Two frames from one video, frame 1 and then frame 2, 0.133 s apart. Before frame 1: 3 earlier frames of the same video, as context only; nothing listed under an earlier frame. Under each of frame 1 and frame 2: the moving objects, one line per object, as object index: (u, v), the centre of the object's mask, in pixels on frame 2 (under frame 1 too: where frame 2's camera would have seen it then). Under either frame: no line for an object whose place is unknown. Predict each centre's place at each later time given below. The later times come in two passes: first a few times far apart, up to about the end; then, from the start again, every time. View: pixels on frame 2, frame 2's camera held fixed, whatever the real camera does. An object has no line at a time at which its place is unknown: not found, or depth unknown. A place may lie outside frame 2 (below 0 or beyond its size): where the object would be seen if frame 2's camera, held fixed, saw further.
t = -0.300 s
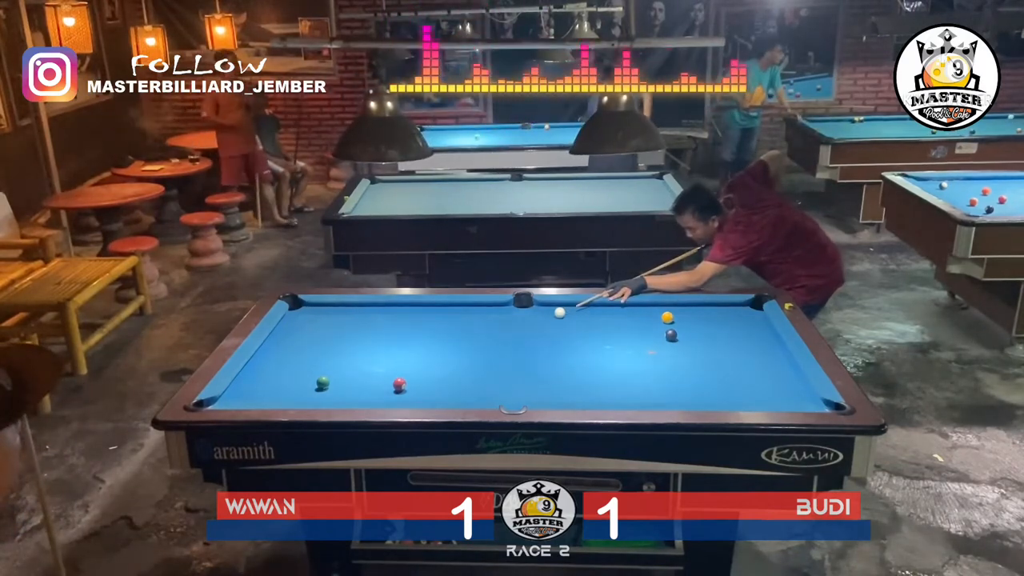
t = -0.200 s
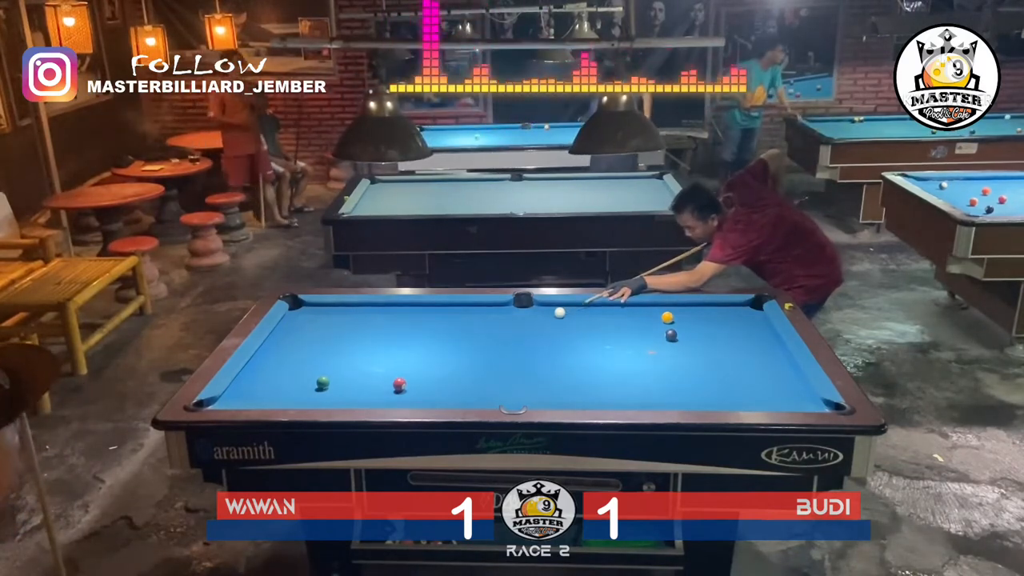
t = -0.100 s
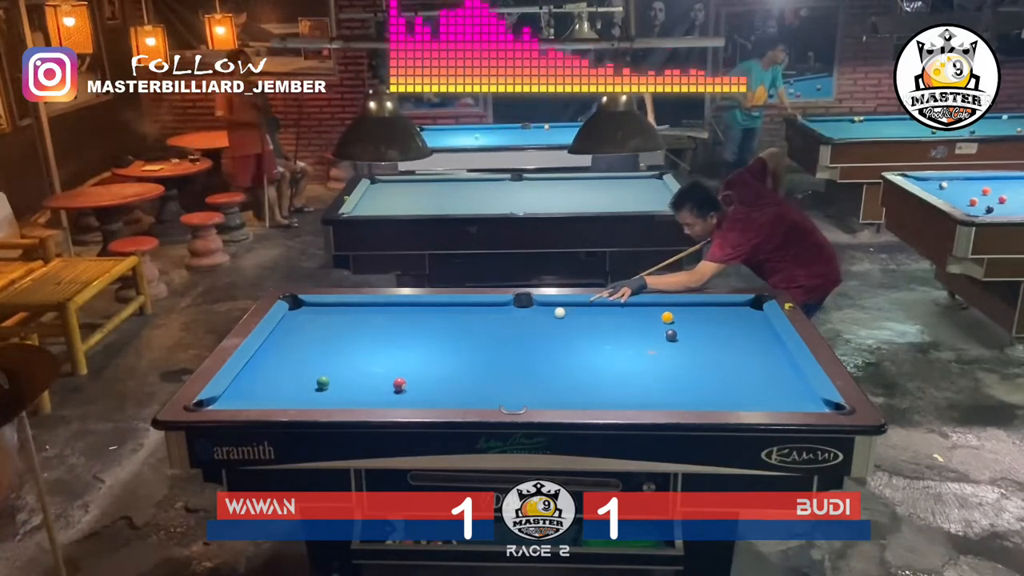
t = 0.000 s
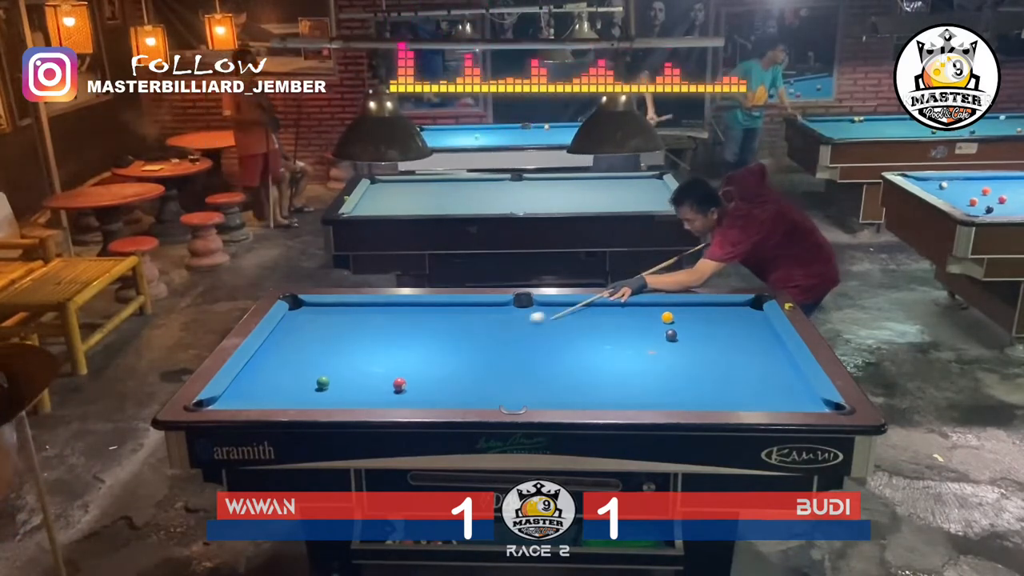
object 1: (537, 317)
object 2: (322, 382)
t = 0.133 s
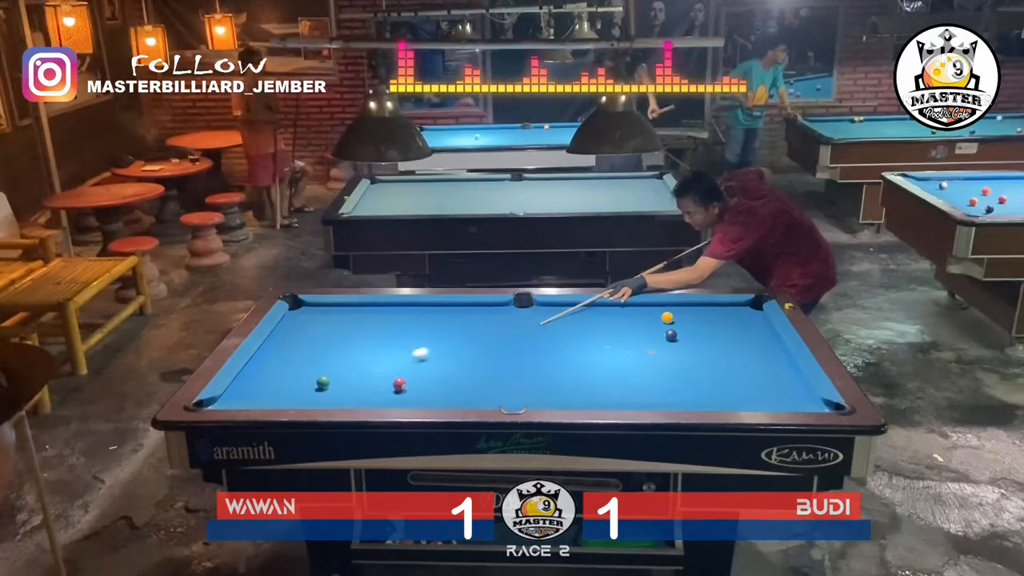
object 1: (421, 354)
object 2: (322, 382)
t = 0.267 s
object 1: (338, 385)
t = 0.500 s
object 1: (347, 397)
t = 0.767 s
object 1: (372, 388)
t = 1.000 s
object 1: (390, 378)
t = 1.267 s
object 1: (410, 371)
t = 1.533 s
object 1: (426, 363)
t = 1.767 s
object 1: (438, 358)
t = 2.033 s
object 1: (449, 353)
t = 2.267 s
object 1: (458, 350)
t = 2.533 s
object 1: (465, 347)
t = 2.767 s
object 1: (469, 346)
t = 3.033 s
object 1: (472, 345)
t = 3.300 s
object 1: (473, 345)
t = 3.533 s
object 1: (473, 345)
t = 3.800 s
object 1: (473, 345)
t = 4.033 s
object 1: (473, 345)
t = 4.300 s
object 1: (473, 345)
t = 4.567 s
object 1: (473, 345)
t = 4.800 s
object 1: (473, 345)
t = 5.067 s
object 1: (473, 345)
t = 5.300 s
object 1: (473, 345)
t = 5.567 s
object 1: (473, 345)
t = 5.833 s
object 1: (473, 345)
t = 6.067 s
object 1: (473, 345)
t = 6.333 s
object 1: (473, 345)
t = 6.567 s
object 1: (473, 345)
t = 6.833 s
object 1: (473, 345)
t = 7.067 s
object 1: (473, 345)
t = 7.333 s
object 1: (473, 345)
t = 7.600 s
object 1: (473, 345)
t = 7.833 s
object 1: (472, 345)
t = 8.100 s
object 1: (473, 345)
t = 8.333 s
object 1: (473, 345)
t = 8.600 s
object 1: (472, 345)
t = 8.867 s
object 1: (473, 345)
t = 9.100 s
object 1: (473, 345)
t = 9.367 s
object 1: (473, 345)
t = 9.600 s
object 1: (473, 345)
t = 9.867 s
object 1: (473, 345)
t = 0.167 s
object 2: (322, 382)
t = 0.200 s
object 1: (360, 372)
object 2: (322, 382)
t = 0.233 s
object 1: (336, 381)
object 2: (315, 384)
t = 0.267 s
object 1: (338, 385)
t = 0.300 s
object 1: (339, 388)
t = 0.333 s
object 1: (340, 390)
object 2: (228, 398)
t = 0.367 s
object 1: (341, 392)
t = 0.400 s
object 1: (342, 393)
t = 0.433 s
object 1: (343, 395)
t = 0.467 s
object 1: (345, 397)
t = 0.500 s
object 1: (347, 397)
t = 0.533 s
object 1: (350, 396)
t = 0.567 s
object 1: (353, 395)
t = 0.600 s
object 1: (357, 394)
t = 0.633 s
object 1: (360, 392)
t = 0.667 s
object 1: (363, 392)
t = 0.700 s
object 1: (365, 390)
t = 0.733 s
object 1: (369, 389)
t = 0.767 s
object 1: (372, 388)
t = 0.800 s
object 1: (375, 386)
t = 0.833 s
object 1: (377, 385)
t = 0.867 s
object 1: (380, 384)
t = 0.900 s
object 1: (383, 383)
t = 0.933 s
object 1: (386, 381)
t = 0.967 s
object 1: (388, 380)
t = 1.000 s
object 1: (390, 378)
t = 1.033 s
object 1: (392, 377)
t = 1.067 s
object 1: (395, 375)
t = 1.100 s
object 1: (398, 374)
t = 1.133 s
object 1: (401, 373)
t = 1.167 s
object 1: (403, 372)
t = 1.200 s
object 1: (405, 372)
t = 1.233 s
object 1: (407, 371)
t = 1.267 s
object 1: (410, 371)
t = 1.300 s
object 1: (412, 369)
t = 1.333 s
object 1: (414, 368)
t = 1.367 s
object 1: (416, 368)
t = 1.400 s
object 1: (418, 367)
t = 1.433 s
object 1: (420, 366)
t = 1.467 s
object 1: (422, 365)
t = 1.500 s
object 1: (424, 364)
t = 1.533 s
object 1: (426, 363)
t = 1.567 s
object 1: (428, 362)
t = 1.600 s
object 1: (429, 362)
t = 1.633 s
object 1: (431, 361)
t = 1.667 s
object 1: (433, 360)
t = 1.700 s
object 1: (435, 359)
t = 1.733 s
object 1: (436, 359)
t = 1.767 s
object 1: (438, 358)
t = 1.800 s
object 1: (439, 357)
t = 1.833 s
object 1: (441, 357)
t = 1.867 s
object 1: (442, 356)
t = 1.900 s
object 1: (444, 356)
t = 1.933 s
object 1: (445, 355)
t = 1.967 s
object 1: (447, 354)
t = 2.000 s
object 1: (448, 354)
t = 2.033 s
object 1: (449, 353)
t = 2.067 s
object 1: (451, 353)
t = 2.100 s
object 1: (452, 352)
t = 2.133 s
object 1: (453, 352)
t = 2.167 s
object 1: (454, 351)
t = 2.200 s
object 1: (455, 351)
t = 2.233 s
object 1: (457, 351)
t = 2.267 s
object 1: (458, 350)
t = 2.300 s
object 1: (459, 350)
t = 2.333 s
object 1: (460, 349)
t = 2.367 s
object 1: (461, 349)
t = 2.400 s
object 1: (461, 349)
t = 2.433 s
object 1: (462, 348)
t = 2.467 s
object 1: (463, 348)
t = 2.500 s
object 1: (464, 348)
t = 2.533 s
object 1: (465, 347)
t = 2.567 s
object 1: (465, 347)
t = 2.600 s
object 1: (466, 347)
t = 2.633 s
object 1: (467, 347)
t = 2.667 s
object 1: (468, 346)
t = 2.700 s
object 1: (468, 346)
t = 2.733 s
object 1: (469, 346)
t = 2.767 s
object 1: (469, 346)
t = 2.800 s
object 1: (470, 346)
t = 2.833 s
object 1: (470, 346)
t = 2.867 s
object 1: (471, 346)
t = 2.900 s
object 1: (471, 345)
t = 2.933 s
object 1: (471, 345)
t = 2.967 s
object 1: (472, 345)
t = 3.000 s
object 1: (472, 345)
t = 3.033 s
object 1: (472, 345)
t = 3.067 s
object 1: (472, 345)
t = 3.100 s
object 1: (472, 345)
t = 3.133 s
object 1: (472, 345)
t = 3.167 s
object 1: (473, 345)
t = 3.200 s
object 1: (473, 345)
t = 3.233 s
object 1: (473, 345)
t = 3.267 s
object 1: (473, 345)
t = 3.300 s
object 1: (473, 345)
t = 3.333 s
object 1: (473, 345)
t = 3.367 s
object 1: (473, 345)
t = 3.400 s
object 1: (473, 345)
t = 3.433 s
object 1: (473, 345)
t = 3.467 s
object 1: (473, 345)
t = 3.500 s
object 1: (473, 345)
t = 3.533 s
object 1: (473, 345)
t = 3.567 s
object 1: (473, 345)
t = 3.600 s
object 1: (473, 345)
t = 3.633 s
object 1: (473, 345)
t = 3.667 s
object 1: (473, 345)
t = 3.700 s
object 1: (473, 345)
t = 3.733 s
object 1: (473, 345)
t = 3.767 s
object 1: (473, 345)
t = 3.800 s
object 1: (473, 345)
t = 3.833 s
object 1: (473, 345)
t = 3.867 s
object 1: (473, 345)
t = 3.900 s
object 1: (473, 345)
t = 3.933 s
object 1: (473, 345)
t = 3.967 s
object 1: (473, 345)
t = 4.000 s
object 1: (473, 345)
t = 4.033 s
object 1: (473, 345)
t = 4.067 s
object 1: (473, 345)
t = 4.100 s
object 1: (473, 345)
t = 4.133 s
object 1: (473, 345)
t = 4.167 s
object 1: (473, 345)
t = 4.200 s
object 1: (473, 345)
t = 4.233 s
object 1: (473, 345)
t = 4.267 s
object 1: (473, 345)
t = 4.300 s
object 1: (473, 345)
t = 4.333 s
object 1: (473, 345)
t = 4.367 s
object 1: (473, 345)
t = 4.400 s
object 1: (473, 345)
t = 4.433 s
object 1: (473, 345)
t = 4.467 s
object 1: (473, 345)
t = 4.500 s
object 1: (473, 345)
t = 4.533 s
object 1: (473, 345)
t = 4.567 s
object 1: (473, 345)
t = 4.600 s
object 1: (473, 345)
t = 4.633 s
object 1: (473, 345)
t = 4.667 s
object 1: (473, 345)
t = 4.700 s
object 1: (473, 345)
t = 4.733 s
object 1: (473, 345)
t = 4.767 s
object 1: (473, 345)
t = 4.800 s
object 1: (473, 345)
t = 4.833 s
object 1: (473, 345)
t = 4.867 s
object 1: (473, 345)
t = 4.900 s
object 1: (473, 345)
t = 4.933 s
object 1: (473, 345)
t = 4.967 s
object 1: (473, 345)
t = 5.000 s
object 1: (473, 345)
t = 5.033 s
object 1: (473, 345)
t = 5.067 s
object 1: (473, 345)
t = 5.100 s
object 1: (473, 345)
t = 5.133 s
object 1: (473, 345)
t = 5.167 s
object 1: (473, 345)
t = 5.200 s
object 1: (473, 345)
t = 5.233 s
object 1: (473, 345)
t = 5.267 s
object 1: (473, 345)
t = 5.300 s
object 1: (473, 345)
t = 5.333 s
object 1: (473, 345)
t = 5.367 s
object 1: (473, 345)
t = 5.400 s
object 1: (473, 345)
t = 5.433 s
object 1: (473, 345)
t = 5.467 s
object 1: (473, 345)
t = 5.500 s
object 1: (473, 345)
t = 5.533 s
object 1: (473, 345)
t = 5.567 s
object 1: (473, 345)
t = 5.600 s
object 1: (473, 345)
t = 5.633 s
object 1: (473, 345)
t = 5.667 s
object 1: (473, 345)
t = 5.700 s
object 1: (473, 345)
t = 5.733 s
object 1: (473, 345)
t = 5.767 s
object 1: (473, 345)
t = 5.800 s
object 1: (473, 345)
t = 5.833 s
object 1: (473, 345)
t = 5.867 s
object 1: (473, 345)
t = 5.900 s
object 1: (473, 345)
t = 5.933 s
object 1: (473, 345)
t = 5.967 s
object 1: (473, 345)
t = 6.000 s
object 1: (473, 345)
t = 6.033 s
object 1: (473, 345)
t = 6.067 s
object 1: (473, 345)
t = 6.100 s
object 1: (473, 345)
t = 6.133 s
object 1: (473, 345)
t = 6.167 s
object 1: (473, 345)
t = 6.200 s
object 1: (472, 345)
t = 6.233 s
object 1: (473, 345)
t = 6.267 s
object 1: (473, 345)
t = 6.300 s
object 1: (473, 345)
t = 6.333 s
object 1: (473, 345)
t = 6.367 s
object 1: (473, 345)
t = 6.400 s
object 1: (473, 345)
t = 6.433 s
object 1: (473, 345)
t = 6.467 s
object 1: (473, 345)
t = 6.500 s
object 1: (473, 345)
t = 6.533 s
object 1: (473, 345)
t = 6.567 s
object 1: (473, 345)
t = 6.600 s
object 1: (473, 345)
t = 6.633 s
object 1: (473, 345)
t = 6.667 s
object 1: (473, 345)
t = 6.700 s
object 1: (473, 345)
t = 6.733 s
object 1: (473, 345)
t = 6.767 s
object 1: (473, 345)
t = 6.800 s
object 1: (473, 345)
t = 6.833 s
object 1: (473, 345)
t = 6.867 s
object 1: (473, 345)
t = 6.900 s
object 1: (473, 345)
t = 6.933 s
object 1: (473, 345)
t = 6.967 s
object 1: (473, 345)
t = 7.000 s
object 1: (473, 345)
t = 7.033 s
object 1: (473, 345)
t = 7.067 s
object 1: (473, 345)
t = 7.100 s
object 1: (473, 345)
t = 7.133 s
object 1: (473, 345)
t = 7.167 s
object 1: (473, 345)
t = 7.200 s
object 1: (473, 345)
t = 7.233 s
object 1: (473, 345)
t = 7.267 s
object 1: (473, 345)
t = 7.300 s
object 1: (473, 345)
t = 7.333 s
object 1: (473, 345)
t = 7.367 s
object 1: (473, 345)
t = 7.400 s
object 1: (473, 345)
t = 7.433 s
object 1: (473, 345)
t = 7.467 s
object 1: (473, 345)
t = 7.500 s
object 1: (473, 345)
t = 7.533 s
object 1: (473, 345)
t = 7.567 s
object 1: (473, 345)
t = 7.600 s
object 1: (473, 345)
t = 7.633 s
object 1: (473, 345)
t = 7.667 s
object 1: (472, 345)
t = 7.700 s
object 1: (472, 345)
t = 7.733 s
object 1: (472, 345)
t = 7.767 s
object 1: (472, 345)
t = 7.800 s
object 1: (472, 345)
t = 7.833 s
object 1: (472, 345)
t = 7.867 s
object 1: (472, 345)
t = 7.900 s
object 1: (472, 345)
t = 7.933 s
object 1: (472, 345)
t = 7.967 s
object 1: (472, 345)
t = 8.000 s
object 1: (472, 345)
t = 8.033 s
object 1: (473, 345)
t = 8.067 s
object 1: (473, 345)
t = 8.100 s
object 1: (473, 345)
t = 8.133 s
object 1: (473, 345)
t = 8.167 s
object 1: (472, 345)
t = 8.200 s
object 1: (472, 345)
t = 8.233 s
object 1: (473, 345)
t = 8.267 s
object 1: (473, 345)
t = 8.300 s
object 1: (473, 345)
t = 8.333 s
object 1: (473, 345)
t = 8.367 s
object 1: (473, 345)
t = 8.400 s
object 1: (472, 345)
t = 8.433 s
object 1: (473, 345)
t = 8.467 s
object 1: (472, 345)
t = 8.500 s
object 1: (472, 345)
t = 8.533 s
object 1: (473, 345)
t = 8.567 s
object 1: (472, 345)
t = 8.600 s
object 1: (472, 345)
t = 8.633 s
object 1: (472, 345)
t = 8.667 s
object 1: (472, 345)
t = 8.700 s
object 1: (472, 345)
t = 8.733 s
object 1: (472, 345)
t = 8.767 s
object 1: (472, 345)
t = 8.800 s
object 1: (472, 345)
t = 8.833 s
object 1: (472, 345)
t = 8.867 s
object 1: (473, 345)
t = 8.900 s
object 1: (473, 345)
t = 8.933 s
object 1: (473, 345)
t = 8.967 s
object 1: (473, 345)
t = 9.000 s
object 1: (473, 345)
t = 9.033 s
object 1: (473, 345)
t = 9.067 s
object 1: (473, 345)
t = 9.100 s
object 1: (473, 345)
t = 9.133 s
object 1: (473, 345)
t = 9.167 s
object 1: (473, 345)
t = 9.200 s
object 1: (473, 345)
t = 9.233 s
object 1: (473, 345)
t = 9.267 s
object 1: (473, 345)
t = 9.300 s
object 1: (473, 345)
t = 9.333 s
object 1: (473, 345)
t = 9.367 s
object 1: (473, 345)
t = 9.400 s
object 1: (473, 345)
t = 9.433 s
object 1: (473, 345)
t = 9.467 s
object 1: (473, 345)
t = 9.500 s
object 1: (473, 345)
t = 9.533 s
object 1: (473, 345)
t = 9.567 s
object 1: (473, 345)
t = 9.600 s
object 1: (473, 345)
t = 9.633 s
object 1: (473, 345)
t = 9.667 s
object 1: (473, 345)
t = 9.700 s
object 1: (473, 345)
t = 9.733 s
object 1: (473, 345)
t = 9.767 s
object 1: (473, 345)
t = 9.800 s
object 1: (473, 345)
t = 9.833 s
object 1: (473, 345)
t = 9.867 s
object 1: (473, 345)
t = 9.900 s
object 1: (473, 345)
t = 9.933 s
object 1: (473, 345)
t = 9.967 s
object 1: (473, 345)
